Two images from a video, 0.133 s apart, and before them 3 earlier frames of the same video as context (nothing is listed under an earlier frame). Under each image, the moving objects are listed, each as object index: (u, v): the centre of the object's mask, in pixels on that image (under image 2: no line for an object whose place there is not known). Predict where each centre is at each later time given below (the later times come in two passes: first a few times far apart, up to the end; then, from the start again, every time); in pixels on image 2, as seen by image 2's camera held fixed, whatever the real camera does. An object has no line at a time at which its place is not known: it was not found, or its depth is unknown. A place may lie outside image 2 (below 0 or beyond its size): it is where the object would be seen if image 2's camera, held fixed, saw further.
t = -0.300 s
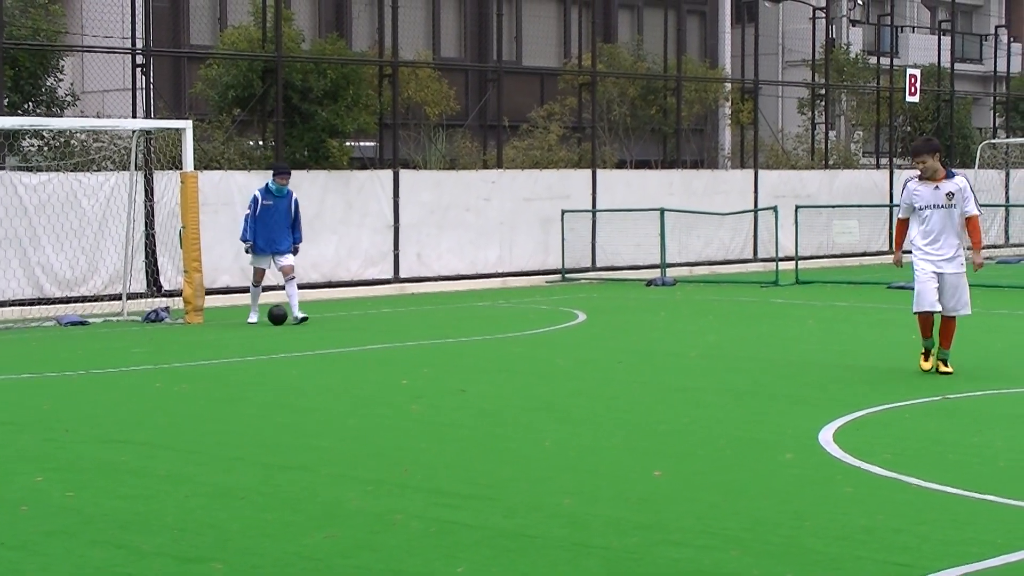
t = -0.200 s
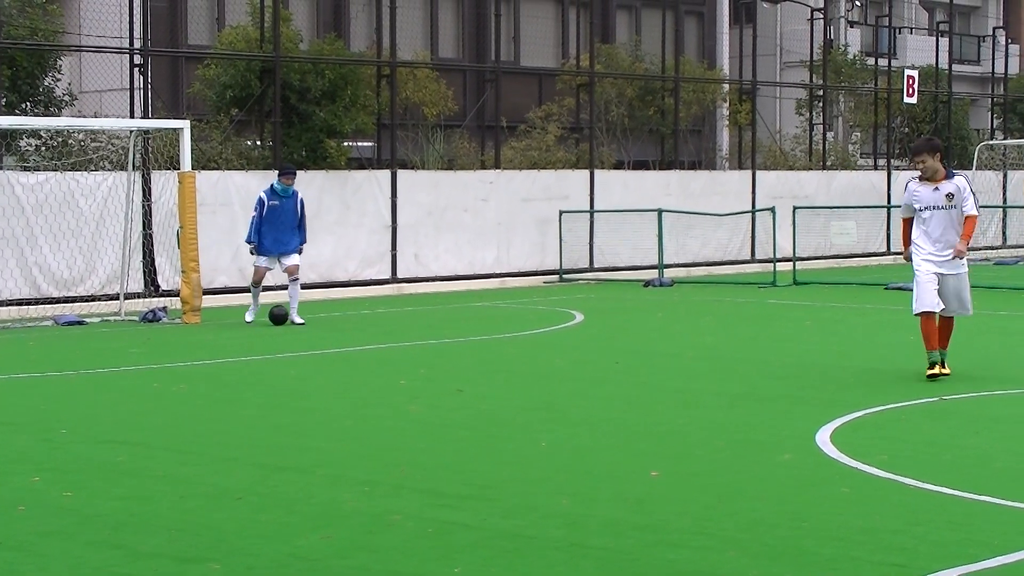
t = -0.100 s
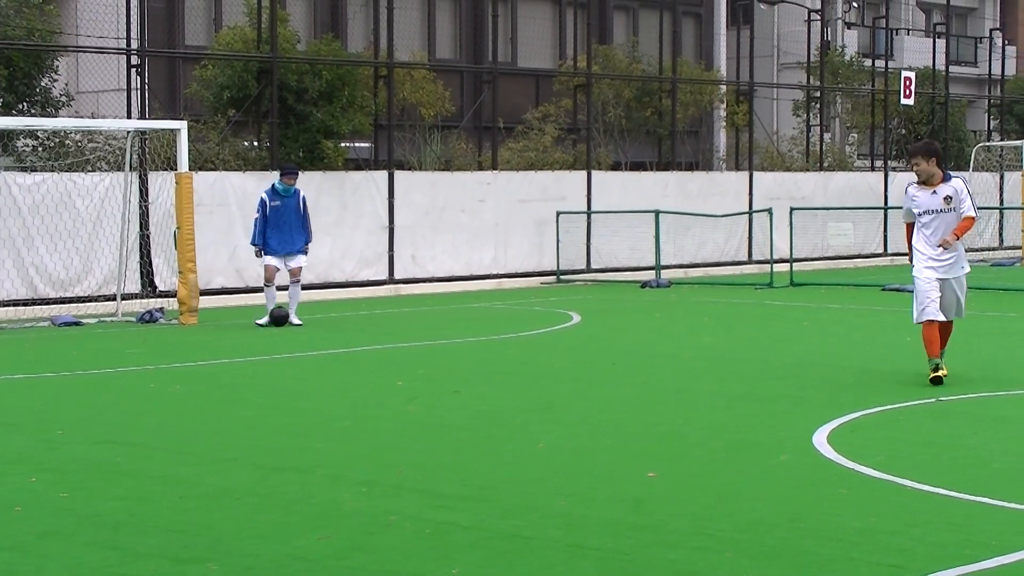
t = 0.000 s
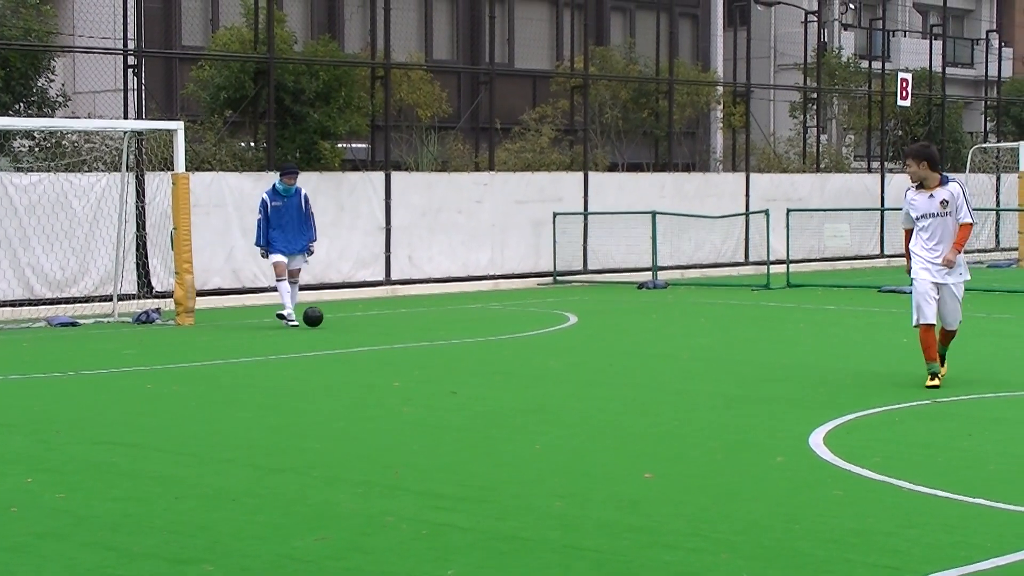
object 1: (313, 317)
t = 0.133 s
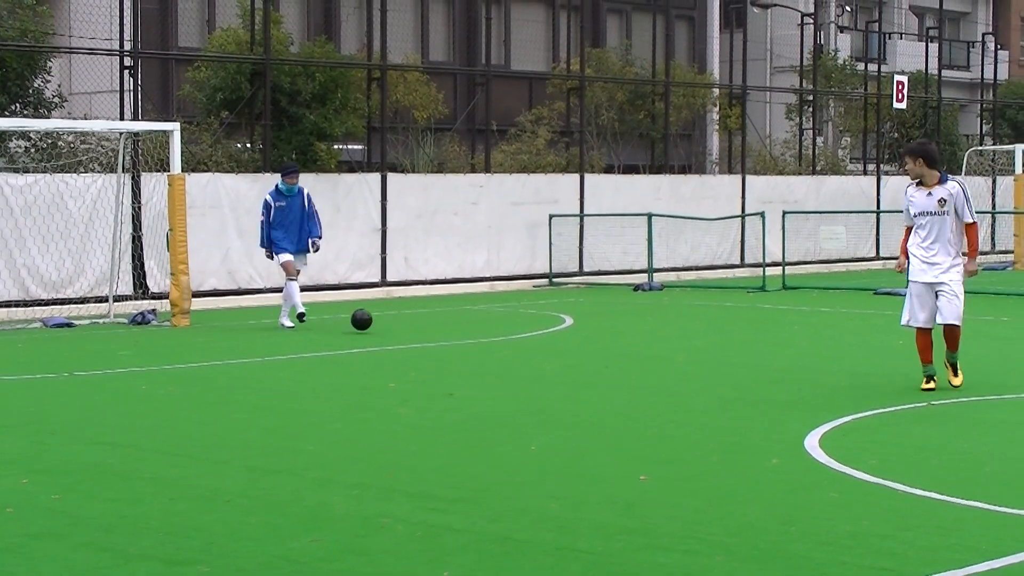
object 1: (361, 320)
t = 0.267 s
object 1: (413, 326)
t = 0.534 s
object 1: (508, 334)
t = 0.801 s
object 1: (591, 340)
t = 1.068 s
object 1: (678, 346)
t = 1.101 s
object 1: (690, 346)
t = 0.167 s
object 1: (375, 321)
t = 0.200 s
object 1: (388, 325)
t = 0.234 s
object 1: (401, 326)
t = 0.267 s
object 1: (413, 326)
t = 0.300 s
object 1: (426, 327)
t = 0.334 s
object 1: (438, 329)
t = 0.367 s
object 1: (450, 330)
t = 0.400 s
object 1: (462, 330)
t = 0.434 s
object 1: (474, 332)
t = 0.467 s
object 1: (486, 333)
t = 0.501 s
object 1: (497, 333)
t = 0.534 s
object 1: (508, 334)
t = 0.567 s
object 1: (518, 335)
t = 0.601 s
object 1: (529, 335)
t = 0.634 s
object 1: (539, 336)
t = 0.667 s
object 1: (550, 337)
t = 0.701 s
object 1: (560, 338)
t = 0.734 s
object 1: (570, 339)
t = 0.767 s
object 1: (581, 339)
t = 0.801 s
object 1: (591, 340)
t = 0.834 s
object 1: (602, 341)
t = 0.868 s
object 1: (612, 341)
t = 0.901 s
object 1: (623, 342)
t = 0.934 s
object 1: (634, 343)
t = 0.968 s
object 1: (645, 344)
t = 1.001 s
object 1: (656, 344)
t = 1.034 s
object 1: (668, 345)
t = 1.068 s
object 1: (678, 346)
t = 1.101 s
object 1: (690, 346)
